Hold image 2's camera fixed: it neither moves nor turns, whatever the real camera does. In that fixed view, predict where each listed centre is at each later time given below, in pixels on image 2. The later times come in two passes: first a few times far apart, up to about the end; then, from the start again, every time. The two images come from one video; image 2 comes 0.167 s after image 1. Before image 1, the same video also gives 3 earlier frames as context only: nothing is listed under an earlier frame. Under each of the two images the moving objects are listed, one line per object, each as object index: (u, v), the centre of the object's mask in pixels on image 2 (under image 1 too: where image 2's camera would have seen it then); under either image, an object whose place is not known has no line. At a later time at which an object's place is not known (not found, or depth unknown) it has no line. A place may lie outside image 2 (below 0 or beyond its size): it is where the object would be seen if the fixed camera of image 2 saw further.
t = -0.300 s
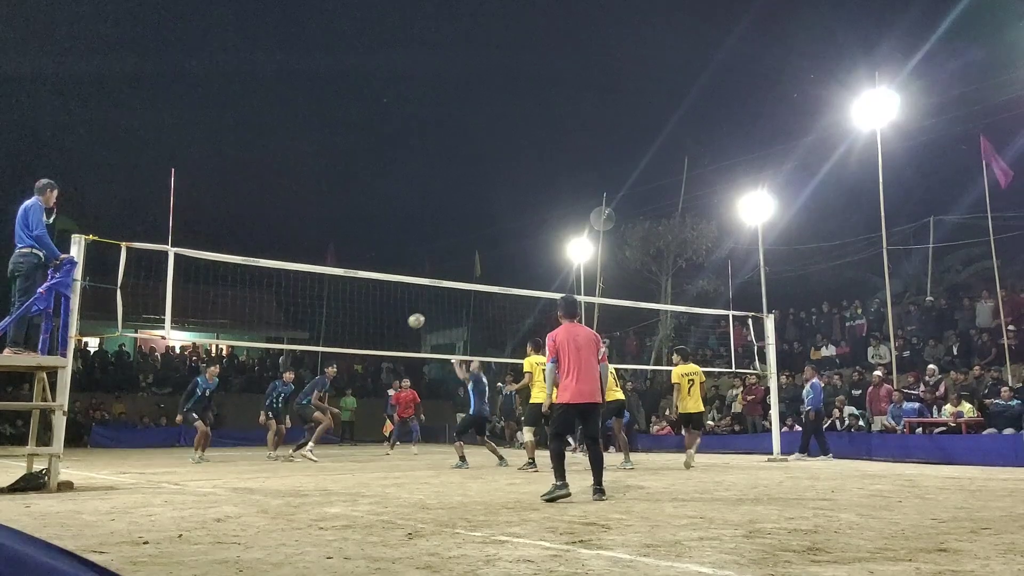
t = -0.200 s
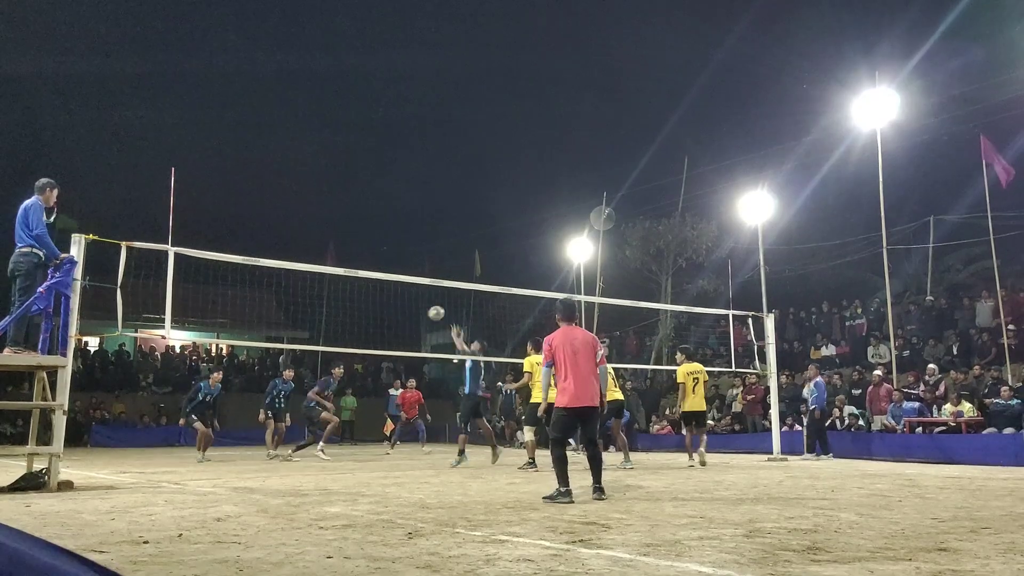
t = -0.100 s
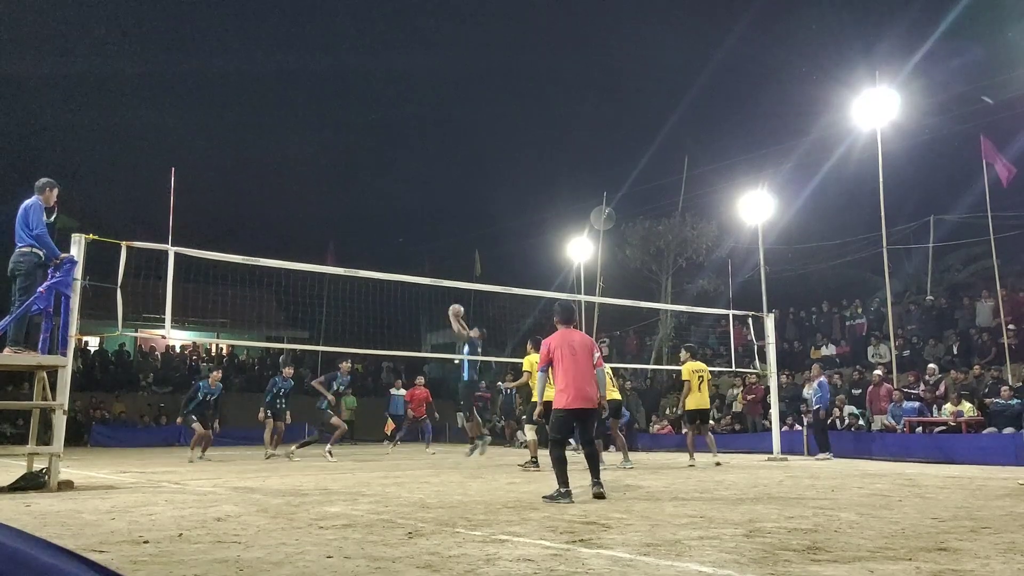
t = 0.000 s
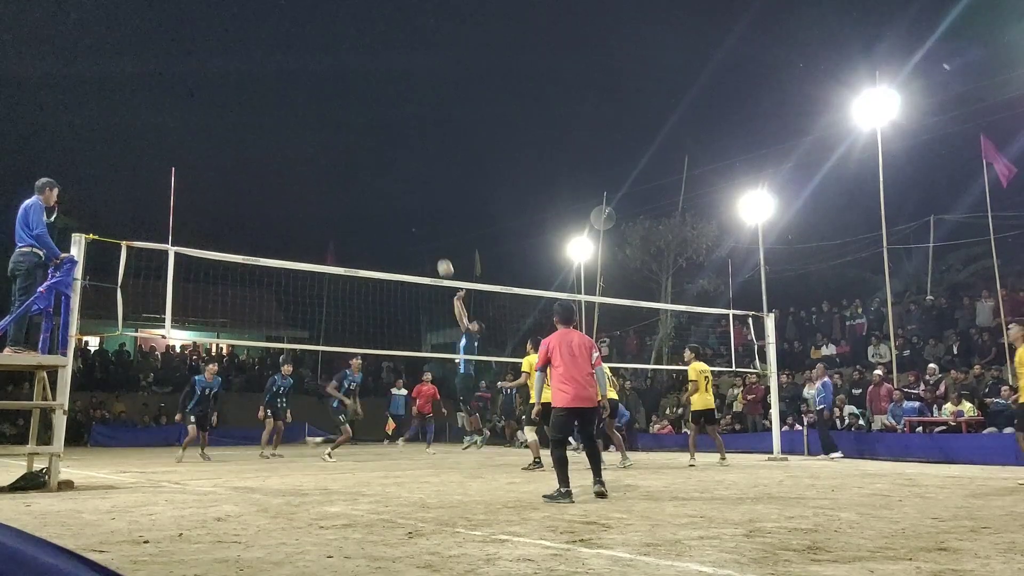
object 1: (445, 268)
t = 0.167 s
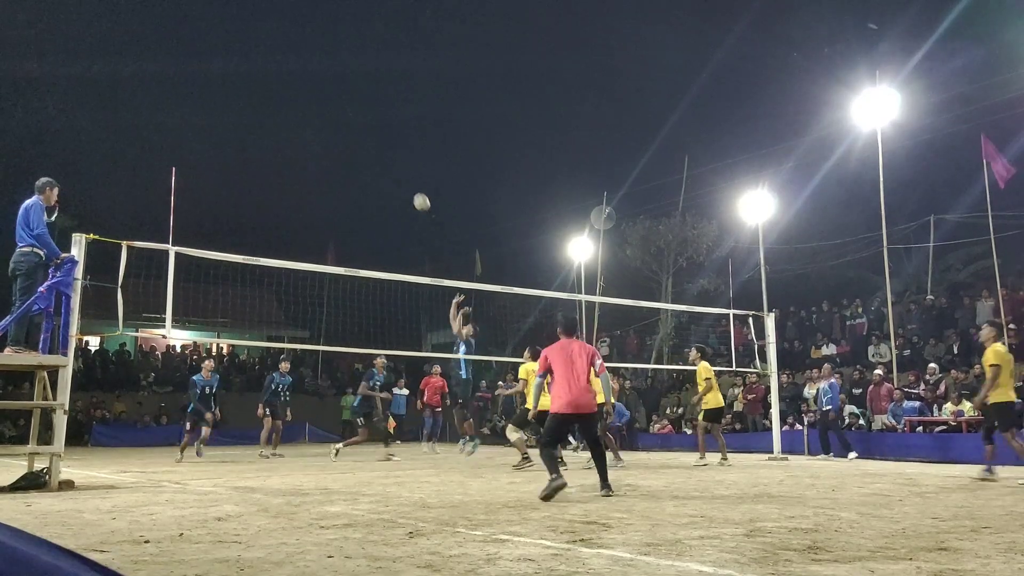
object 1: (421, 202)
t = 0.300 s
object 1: (402, 163)
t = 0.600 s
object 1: (358, 119)
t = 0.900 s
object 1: (311, 137)
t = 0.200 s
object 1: (416, 191)
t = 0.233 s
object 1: (412, 181)
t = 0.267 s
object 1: (407, 172)
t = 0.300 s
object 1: (402, 163)
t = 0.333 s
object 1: (397, 155)
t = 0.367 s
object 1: (392, 148)
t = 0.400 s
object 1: (388, 142)
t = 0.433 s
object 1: (383, 136)
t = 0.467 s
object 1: (378, 131)
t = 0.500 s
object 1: (373, 127)
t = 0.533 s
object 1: (368, 124)
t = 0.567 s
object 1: (363, 121)
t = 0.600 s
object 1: (358, 119)
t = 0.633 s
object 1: (353, 118)
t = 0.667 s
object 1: (348, 118)
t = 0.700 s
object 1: (343, 118)
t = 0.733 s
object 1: (338, 119)
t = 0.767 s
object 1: (332, 121)
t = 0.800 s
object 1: (327, 124)
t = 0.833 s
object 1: (322, 127)
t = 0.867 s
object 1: (317, 132)
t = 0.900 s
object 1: (311, 137)
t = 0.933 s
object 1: (306, 143)
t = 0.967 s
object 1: (301, 149)
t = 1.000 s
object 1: (295, 157)
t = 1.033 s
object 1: (290, 165)
